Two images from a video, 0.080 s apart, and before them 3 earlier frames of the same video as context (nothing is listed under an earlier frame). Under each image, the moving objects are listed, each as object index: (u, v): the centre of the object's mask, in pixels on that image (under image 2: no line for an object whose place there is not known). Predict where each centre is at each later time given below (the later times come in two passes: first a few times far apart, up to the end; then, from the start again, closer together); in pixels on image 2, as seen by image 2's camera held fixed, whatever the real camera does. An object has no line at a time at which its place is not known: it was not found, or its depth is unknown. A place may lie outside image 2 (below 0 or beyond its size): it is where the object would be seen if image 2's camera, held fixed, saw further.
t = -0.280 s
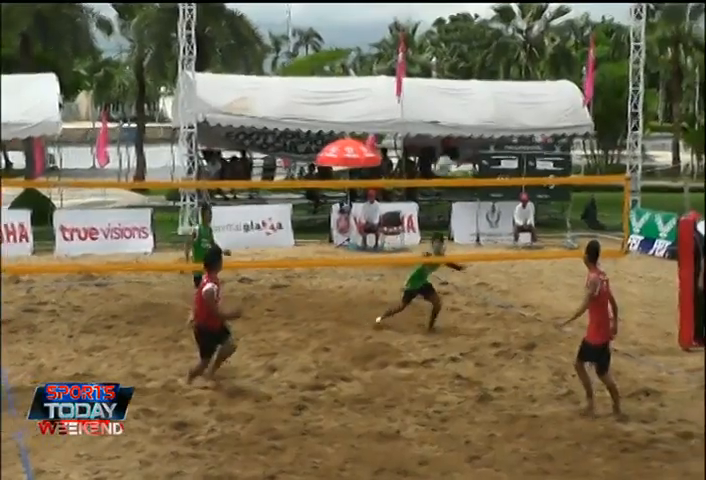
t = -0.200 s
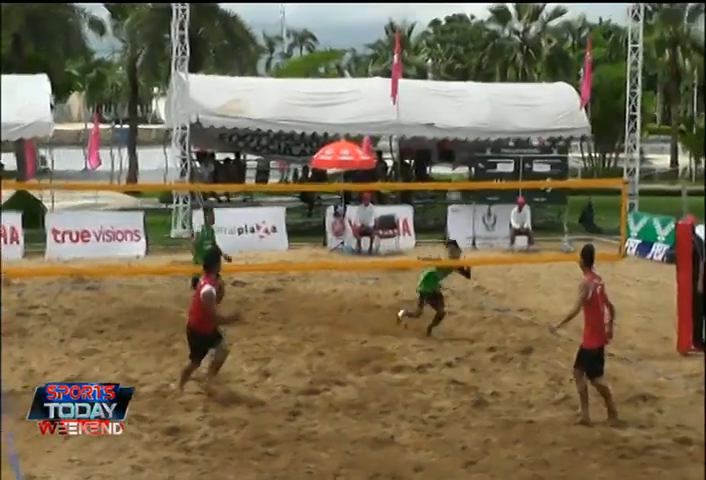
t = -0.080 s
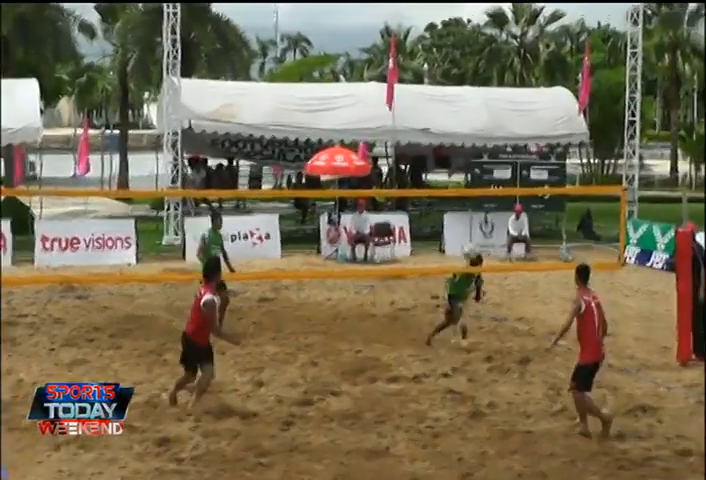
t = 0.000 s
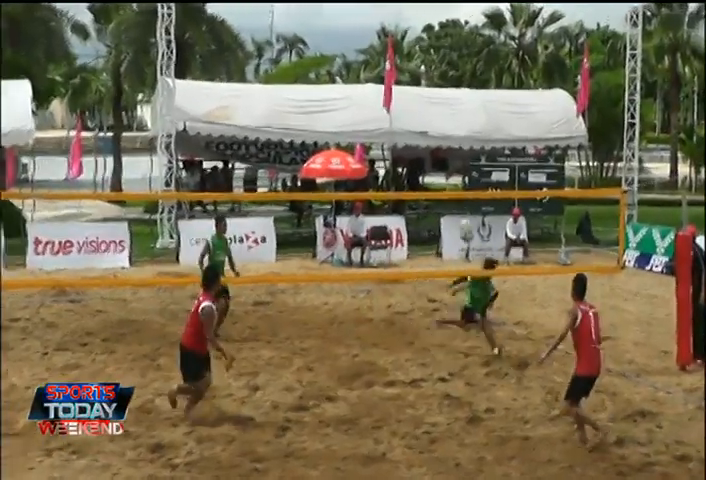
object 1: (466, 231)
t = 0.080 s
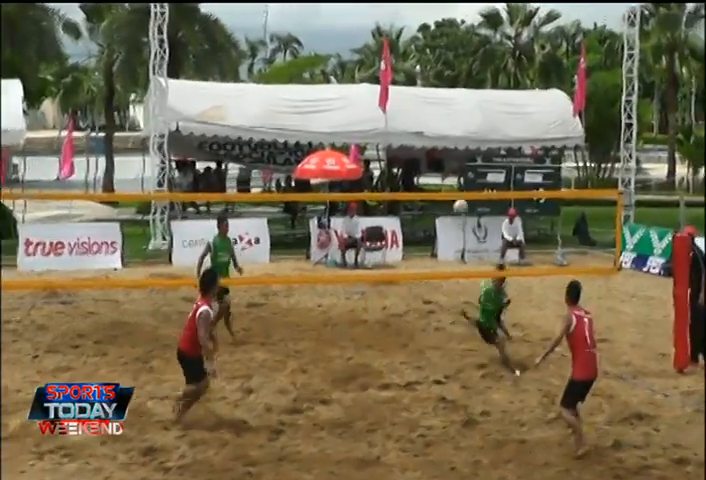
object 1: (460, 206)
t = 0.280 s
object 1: (452, 163)
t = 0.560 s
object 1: (437, 157)
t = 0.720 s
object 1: (427, 182)
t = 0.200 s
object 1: (455, 176)
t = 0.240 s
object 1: (454, 168)
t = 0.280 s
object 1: (452, 163)
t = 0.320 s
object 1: (450, 158)
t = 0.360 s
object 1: (447, 158)
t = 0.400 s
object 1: (445, 152)
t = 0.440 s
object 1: (443, 153)
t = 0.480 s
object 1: (441, 153)
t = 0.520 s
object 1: (439, 154)
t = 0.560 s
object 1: (437, 157)
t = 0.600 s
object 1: (435, 161)
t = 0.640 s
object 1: (432, 170)
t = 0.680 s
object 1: (429, 179)
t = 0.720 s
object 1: (427, 182)
